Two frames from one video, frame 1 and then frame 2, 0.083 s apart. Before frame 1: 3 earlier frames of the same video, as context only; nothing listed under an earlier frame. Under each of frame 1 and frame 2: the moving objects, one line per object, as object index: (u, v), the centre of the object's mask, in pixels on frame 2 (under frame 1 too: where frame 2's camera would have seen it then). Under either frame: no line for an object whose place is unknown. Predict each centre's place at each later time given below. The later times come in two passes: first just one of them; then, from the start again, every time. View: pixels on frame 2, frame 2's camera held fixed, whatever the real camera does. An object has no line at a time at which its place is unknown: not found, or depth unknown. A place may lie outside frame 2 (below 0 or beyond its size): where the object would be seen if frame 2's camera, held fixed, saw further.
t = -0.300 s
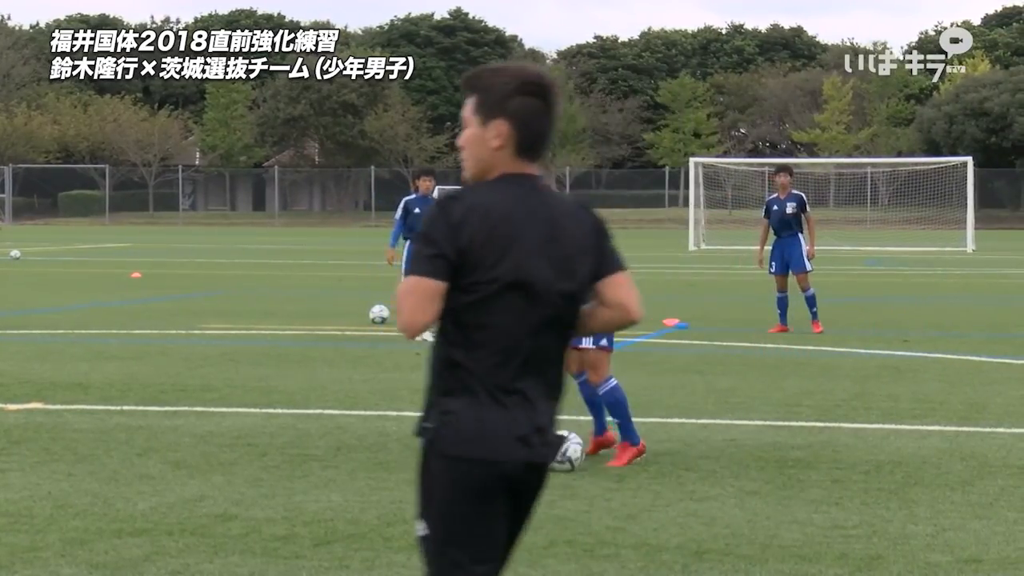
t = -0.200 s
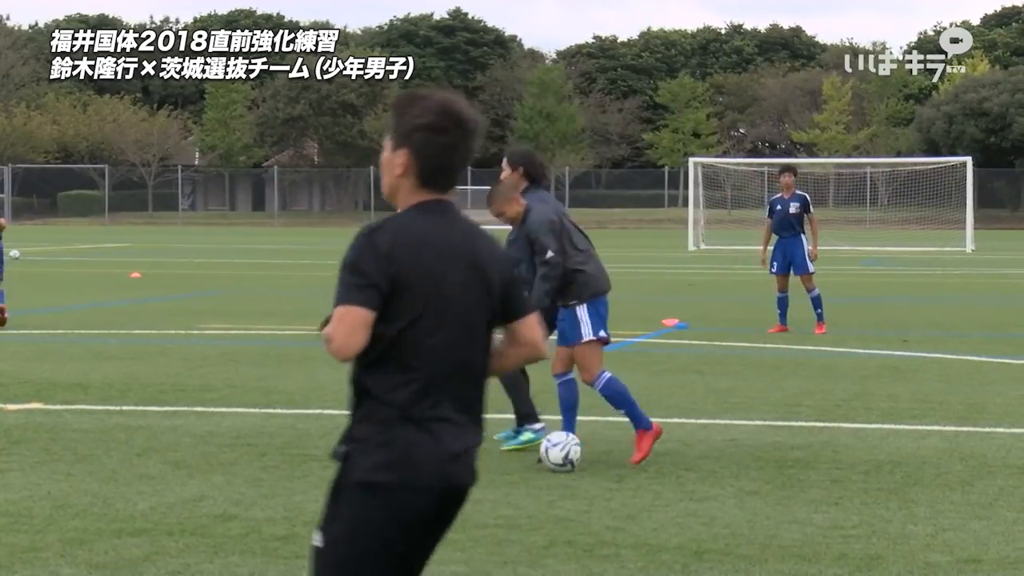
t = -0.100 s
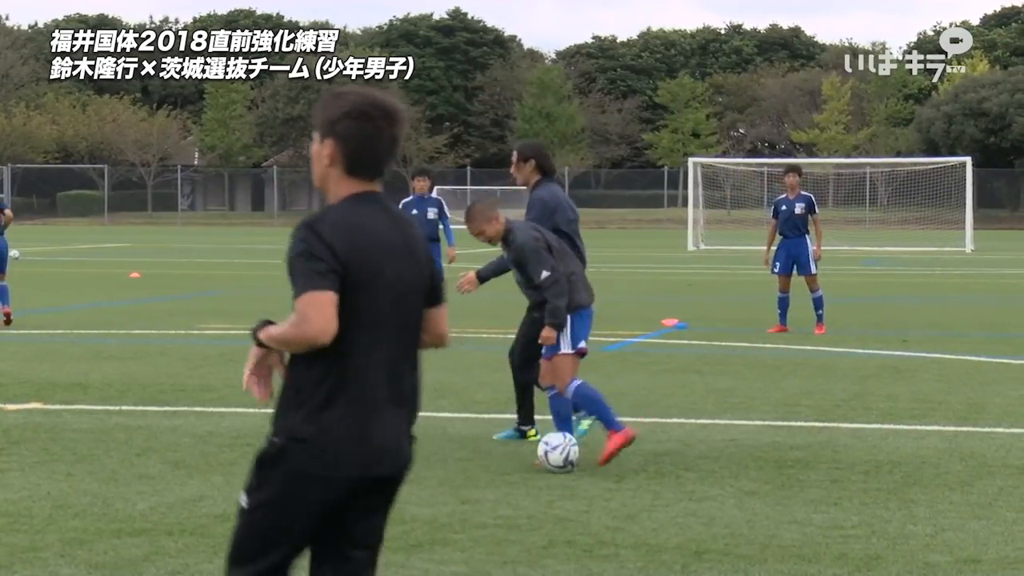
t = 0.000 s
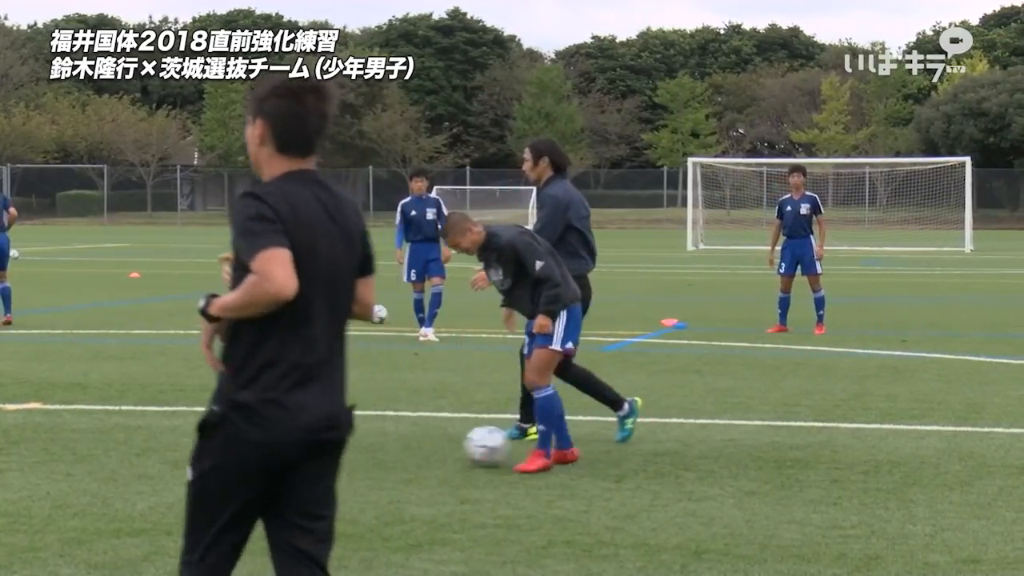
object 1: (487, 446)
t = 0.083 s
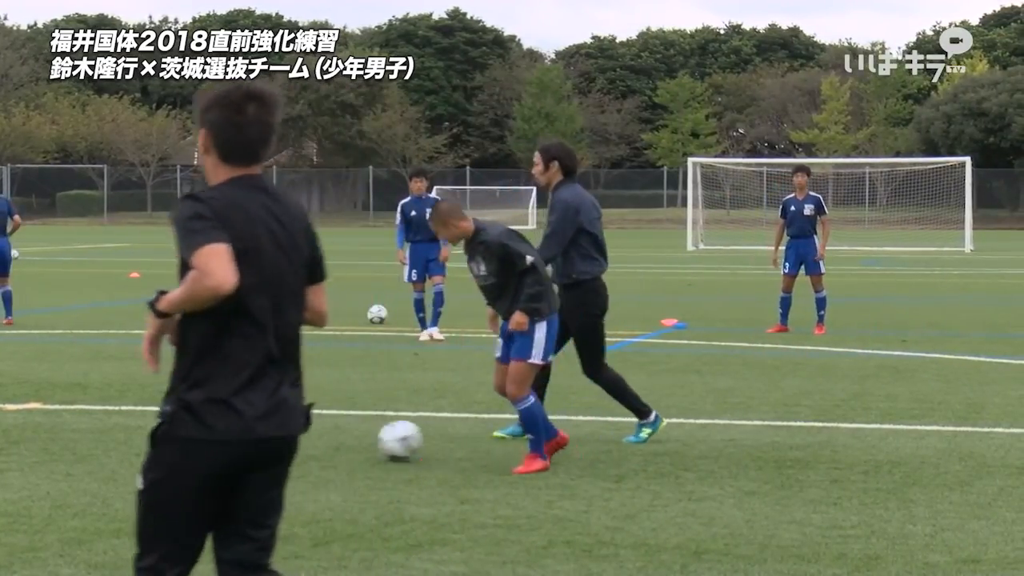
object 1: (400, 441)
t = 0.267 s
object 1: (233, 432)
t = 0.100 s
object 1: (383, 439)
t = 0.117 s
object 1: (367, 438)
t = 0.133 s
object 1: (351, 438)
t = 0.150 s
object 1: (335, 437)
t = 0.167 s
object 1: (320, 438)
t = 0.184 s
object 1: (304, 437)
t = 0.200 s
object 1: (290, 436)
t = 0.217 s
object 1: (274, 435)
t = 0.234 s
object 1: (260, 433)
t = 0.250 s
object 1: (247, 433)
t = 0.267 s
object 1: (233, 432)
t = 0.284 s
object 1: (219, 432)
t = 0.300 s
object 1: (207, 430)
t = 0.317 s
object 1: (196, 431)
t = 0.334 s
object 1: (184, 432)
